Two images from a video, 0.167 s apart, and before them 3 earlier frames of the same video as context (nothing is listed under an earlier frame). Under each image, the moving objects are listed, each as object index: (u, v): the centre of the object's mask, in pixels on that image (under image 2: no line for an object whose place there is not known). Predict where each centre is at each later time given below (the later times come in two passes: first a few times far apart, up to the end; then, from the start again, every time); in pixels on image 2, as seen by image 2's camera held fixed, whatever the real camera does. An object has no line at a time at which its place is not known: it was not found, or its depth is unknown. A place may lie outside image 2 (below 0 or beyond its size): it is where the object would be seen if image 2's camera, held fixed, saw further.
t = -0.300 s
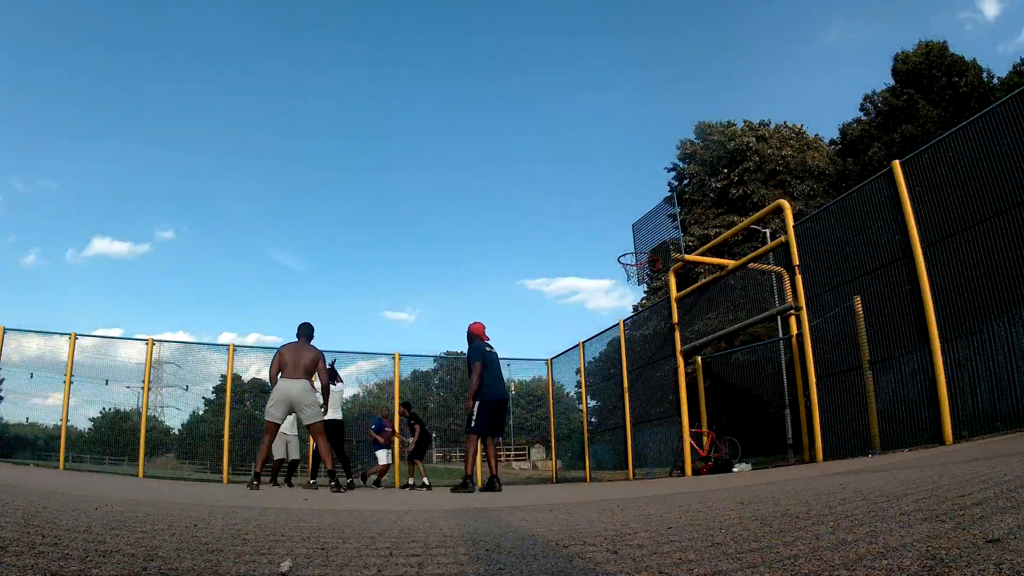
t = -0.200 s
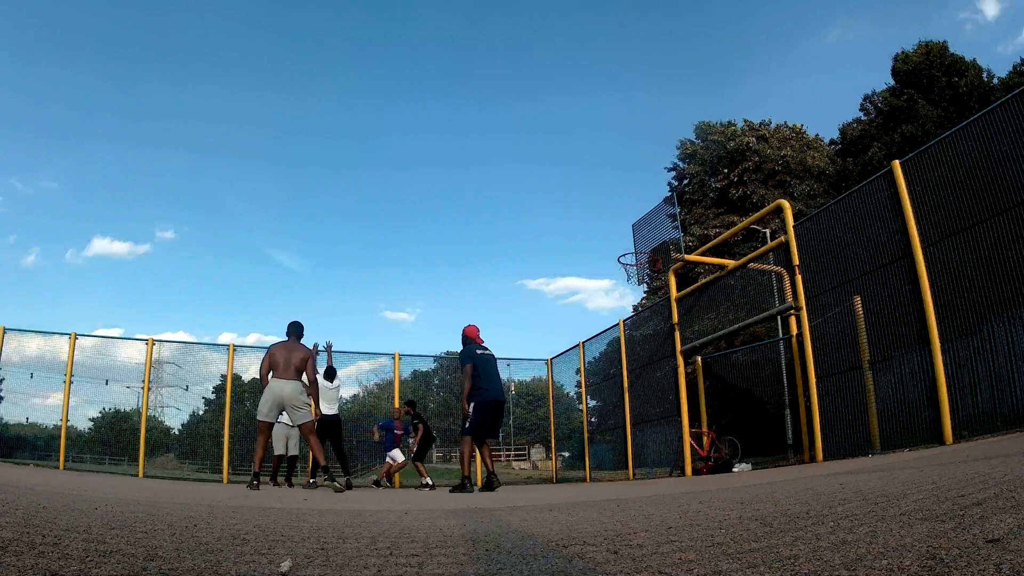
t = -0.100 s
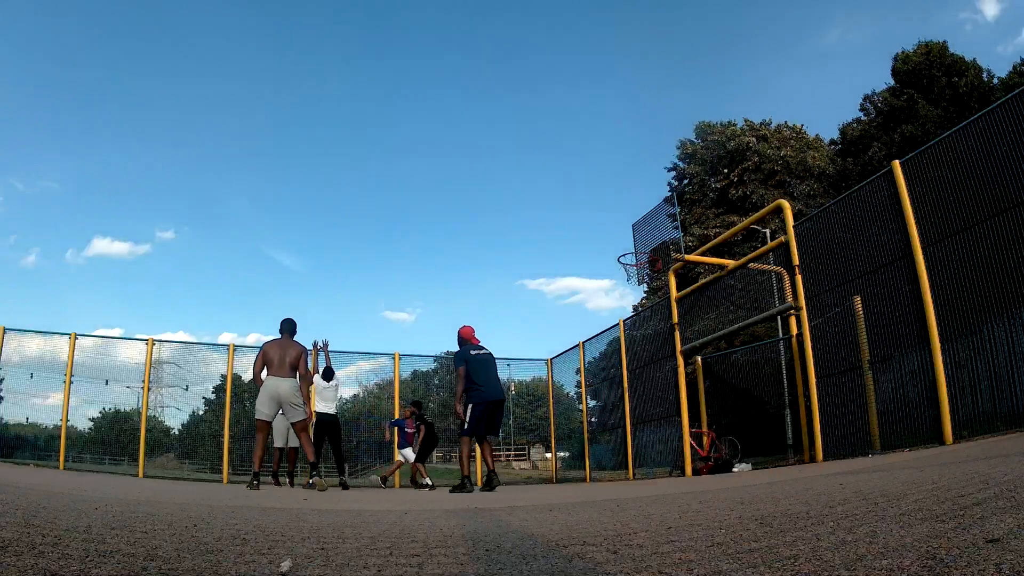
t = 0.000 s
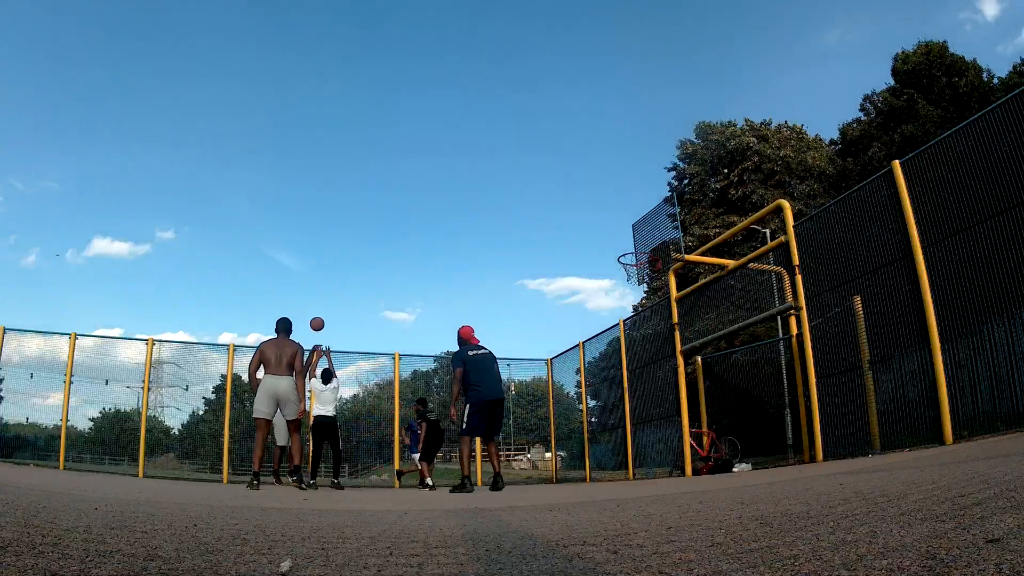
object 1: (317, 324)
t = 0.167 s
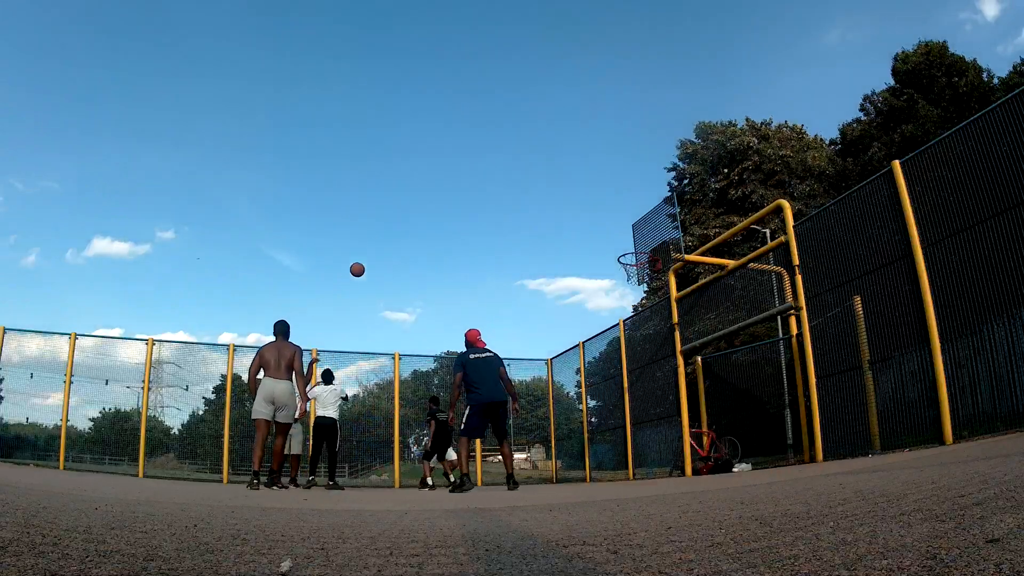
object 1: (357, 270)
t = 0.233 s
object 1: (373, 252)
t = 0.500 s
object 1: (439, 204)
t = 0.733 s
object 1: (497, 192)
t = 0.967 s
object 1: (561, 211)
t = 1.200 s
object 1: (627, 249)
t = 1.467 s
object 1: (646, 227)
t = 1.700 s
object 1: (628, 236)
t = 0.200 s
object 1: (365, 260)
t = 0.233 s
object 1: (373, 252)
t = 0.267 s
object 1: (381, 244)
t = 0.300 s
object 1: (390, 237)
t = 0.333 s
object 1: (398, 230)
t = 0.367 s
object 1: (406, 223)
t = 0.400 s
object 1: (414, 218)
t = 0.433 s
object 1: (422, 212)
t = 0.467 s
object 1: (430, 208)
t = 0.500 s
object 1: (439, 204)
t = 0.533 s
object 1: (447, 200)
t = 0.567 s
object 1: (455, 197)
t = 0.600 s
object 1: (463, 195)
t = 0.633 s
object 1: (472, 193)
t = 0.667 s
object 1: (480, 192)
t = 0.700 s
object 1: (489, 192)
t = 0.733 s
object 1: (497, 192)
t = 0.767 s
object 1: (506, 193)
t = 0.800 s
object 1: (515, 194)
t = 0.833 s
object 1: (524, 196)
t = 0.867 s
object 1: (533, 198)
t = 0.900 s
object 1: (542, 202)
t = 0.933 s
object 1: (552, 206)
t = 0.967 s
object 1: (561, 211)
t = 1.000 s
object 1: (571, 216)
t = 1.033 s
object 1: (580, 222)
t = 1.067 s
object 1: (591, 229)
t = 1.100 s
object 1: (601, 237)
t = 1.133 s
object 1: (611, 246)
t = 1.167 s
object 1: (621, 254)
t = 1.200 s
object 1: (627, 249)
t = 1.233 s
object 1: (633, 245)
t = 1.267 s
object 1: (640, 241)
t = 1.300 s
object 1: (646, 238)
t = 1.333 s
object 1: (652, 236)
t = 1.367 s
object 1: (654, 234)
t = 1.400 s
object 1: (652, 231)
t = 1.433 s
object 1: (649, 229)
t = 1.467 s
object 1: (646, 227)
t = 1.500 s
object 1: (643, 226)
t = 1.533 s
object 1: (641, 226)
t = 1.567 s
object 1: (638, 226)
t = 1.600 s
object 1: (636, 228)
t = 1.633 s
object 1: (633, 230)
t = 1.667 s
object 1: (631, 233)
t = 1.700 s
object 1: (628, 236)
